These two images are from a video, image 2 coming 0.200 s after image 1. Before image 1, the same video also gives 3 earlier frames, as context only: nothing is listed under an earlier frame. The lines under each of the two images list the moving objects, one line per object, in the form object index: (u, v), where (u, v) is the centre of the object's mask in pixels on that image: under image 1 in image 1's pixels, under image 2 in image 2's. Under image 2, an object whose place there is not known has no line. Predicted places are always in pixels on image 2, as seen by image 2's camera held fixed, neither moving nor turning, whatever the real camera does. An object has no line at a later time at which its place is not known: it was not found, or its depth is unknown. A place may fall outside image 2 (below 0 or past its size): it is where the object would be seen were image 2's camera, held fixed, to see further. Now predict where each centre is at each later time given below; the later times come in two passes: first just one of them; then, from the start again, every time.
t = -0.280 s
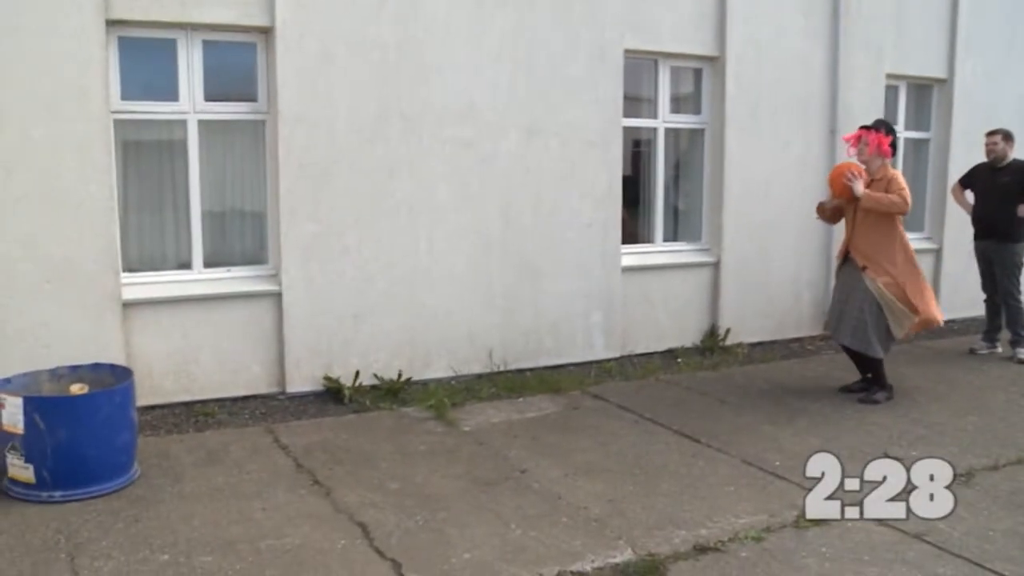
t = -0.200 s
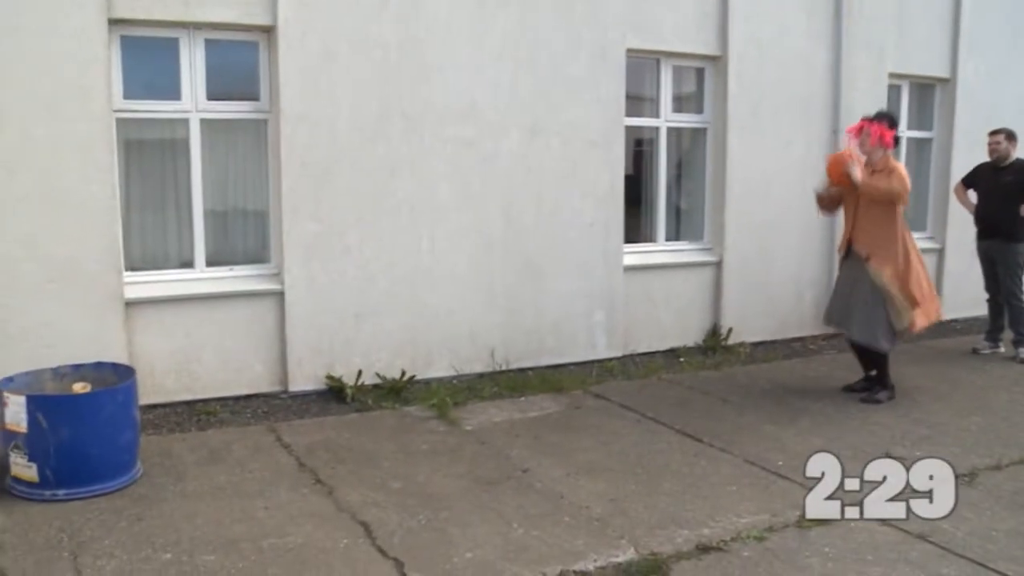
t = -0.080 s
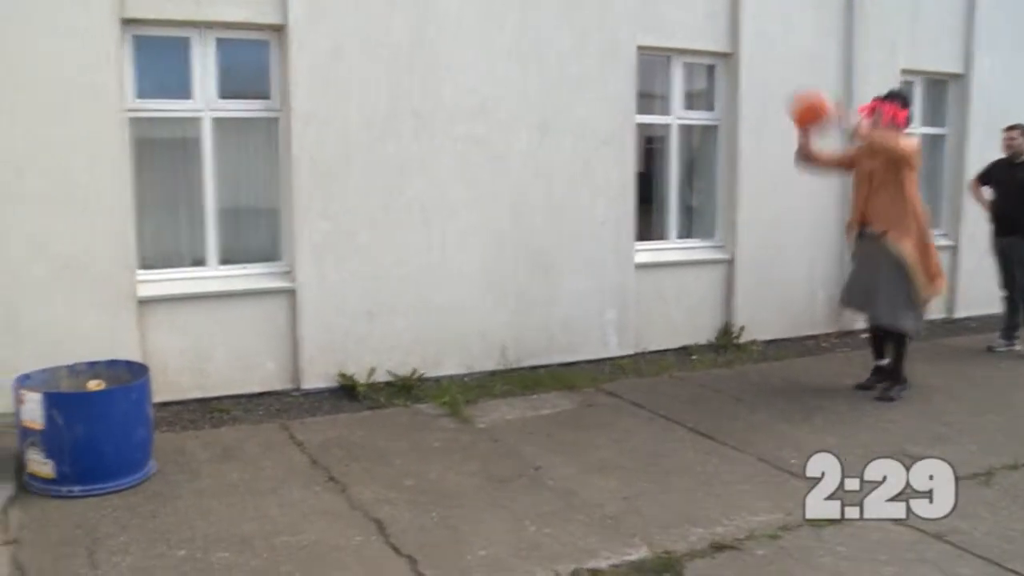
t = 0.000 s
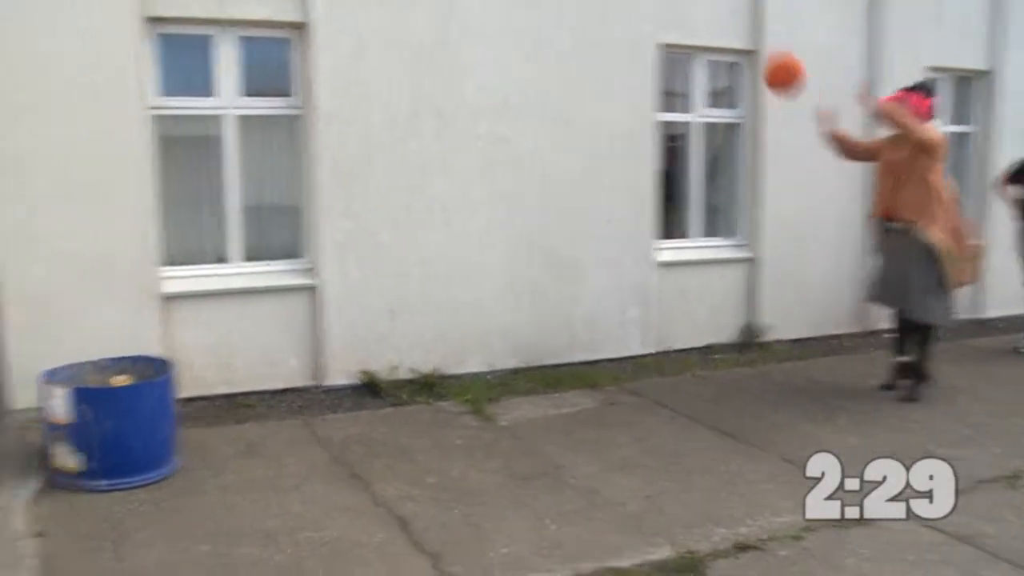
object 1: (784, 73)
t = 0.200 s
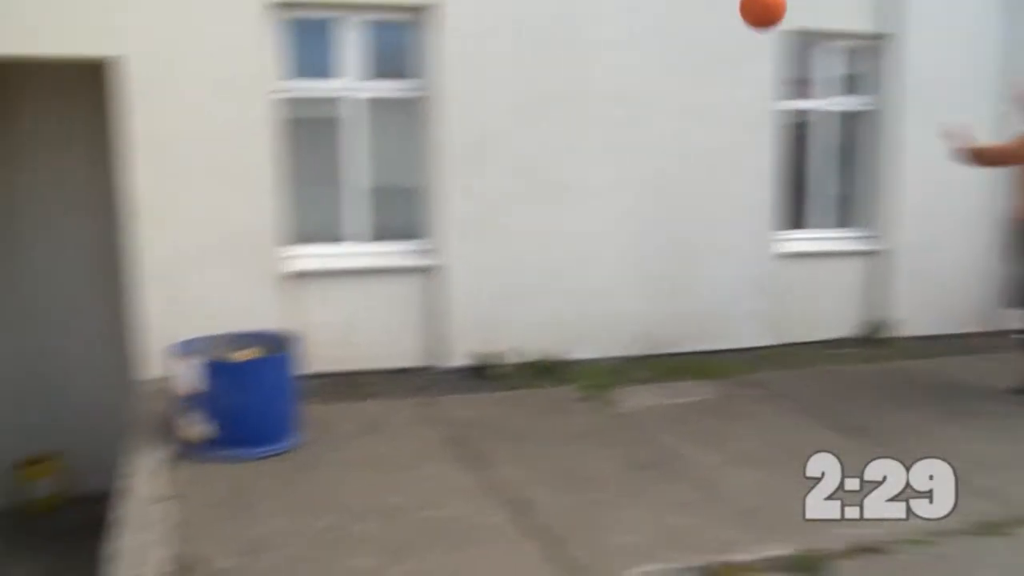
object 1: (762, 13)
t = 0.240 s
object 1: (728, 16)
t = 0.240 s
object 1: (728, 16)
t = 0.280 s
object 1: (693, 20)
